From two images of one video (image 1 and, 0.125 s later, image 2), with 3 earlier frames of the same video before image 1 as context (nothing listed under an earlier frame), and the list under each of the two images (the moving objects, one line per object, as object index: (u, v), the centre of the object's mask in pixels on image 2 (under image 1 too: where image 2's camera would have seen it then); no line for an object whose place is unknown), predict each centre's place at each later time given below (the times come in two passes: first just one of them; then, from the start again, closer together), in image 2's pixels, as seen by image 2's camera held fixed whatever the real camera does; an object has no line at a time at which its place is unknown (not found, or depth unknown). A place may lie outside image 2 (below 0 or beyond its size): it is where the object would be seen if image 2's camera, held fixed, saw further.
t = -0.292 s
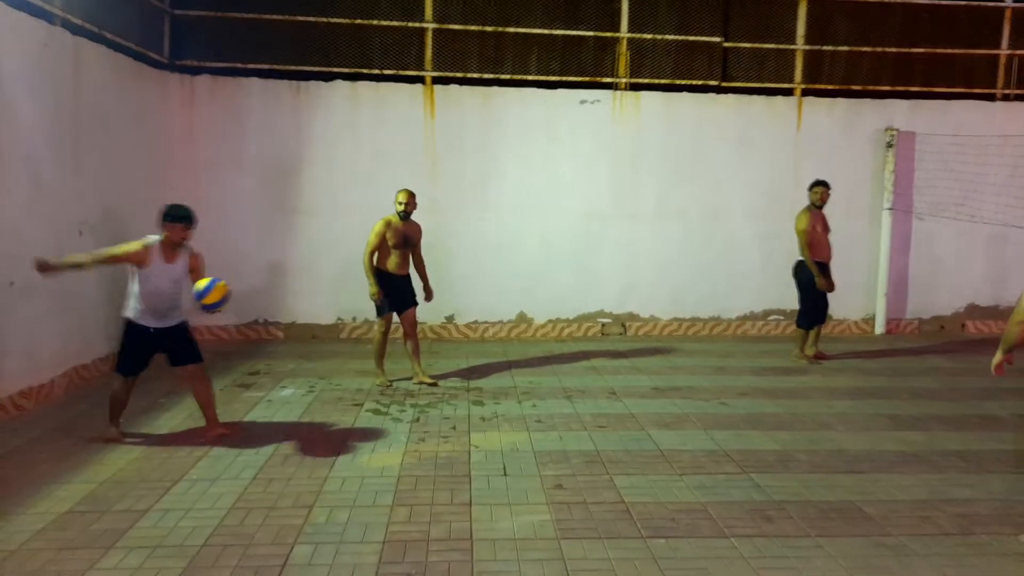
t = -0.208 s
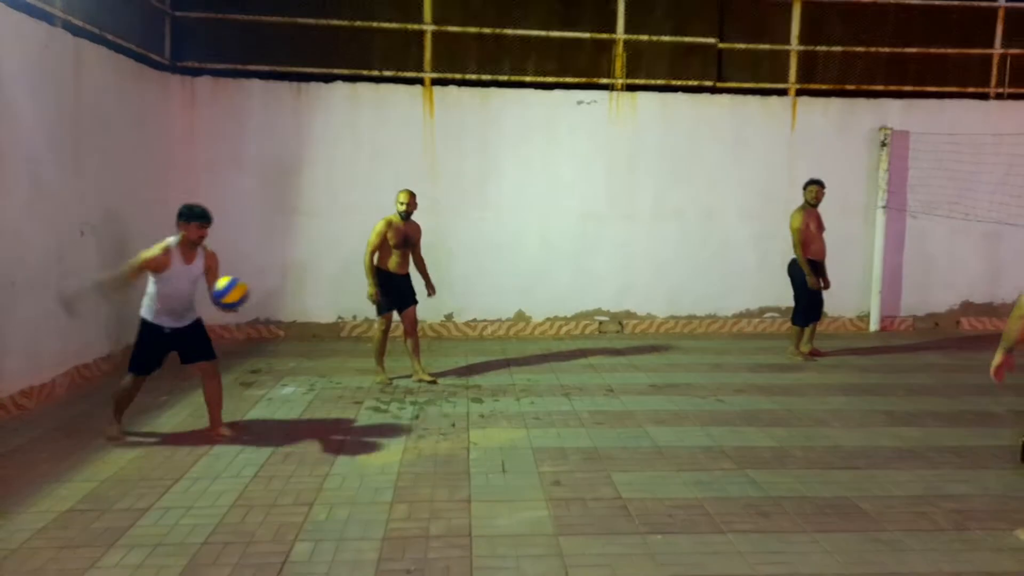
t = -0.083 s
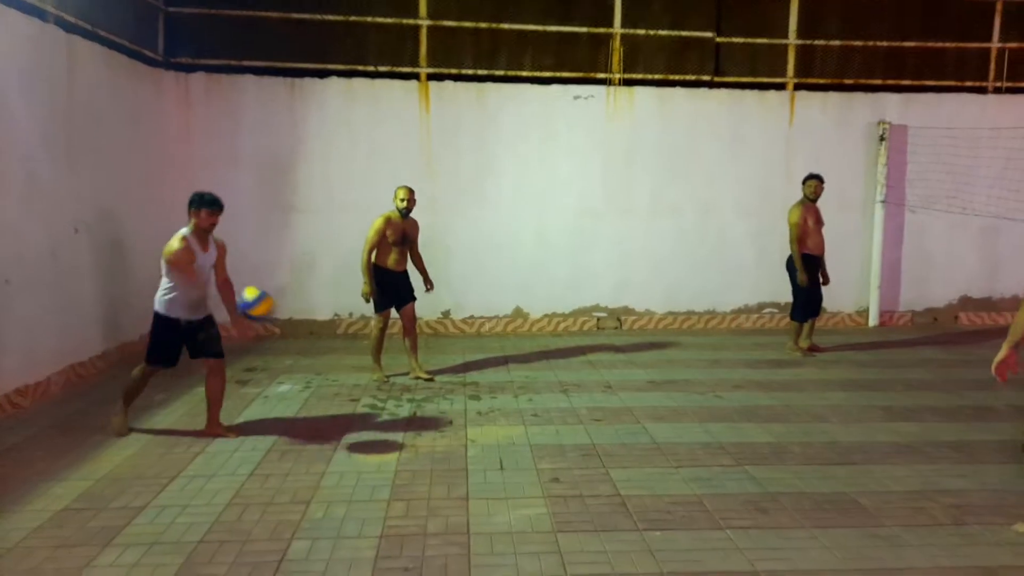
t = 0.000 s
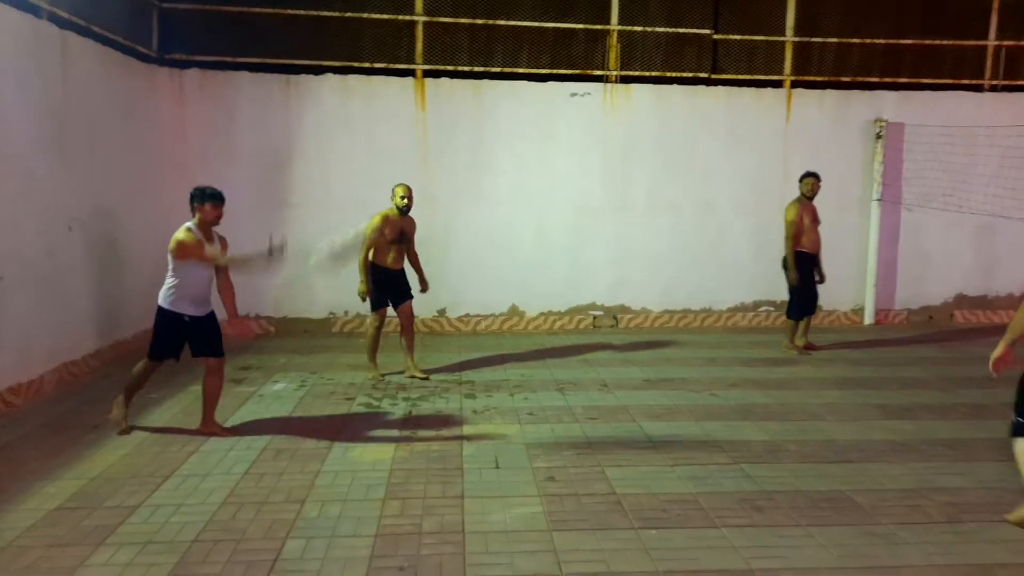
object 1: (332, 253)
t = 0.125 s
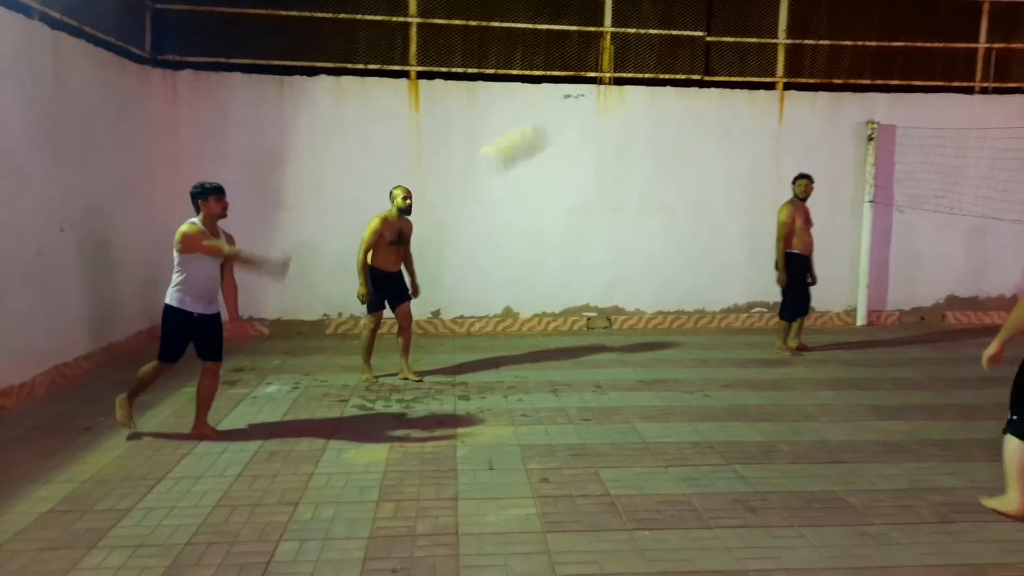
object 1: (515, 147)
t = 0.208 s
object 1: (626, 95)
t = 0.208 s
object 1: (626, 95)
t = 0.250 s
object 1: (684, 70)
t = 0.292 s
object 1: (737, 54)
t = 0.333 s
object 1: (787, 38)
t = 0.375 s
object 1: (835, 25)
